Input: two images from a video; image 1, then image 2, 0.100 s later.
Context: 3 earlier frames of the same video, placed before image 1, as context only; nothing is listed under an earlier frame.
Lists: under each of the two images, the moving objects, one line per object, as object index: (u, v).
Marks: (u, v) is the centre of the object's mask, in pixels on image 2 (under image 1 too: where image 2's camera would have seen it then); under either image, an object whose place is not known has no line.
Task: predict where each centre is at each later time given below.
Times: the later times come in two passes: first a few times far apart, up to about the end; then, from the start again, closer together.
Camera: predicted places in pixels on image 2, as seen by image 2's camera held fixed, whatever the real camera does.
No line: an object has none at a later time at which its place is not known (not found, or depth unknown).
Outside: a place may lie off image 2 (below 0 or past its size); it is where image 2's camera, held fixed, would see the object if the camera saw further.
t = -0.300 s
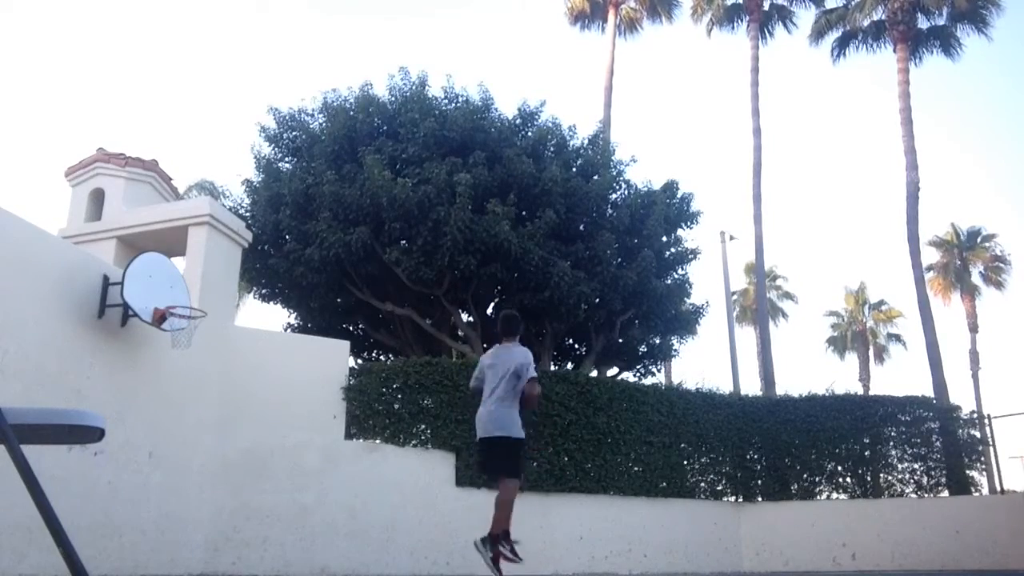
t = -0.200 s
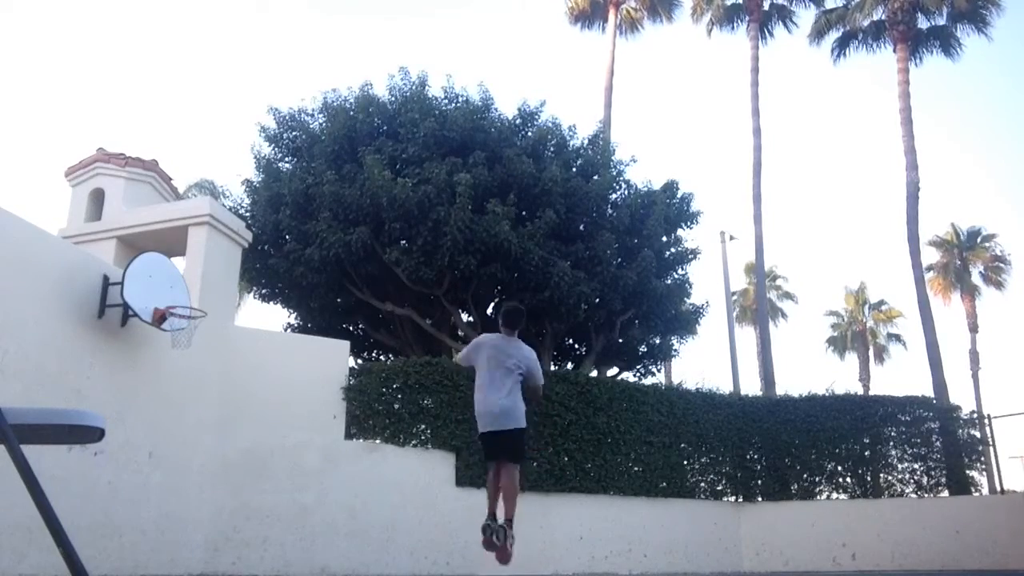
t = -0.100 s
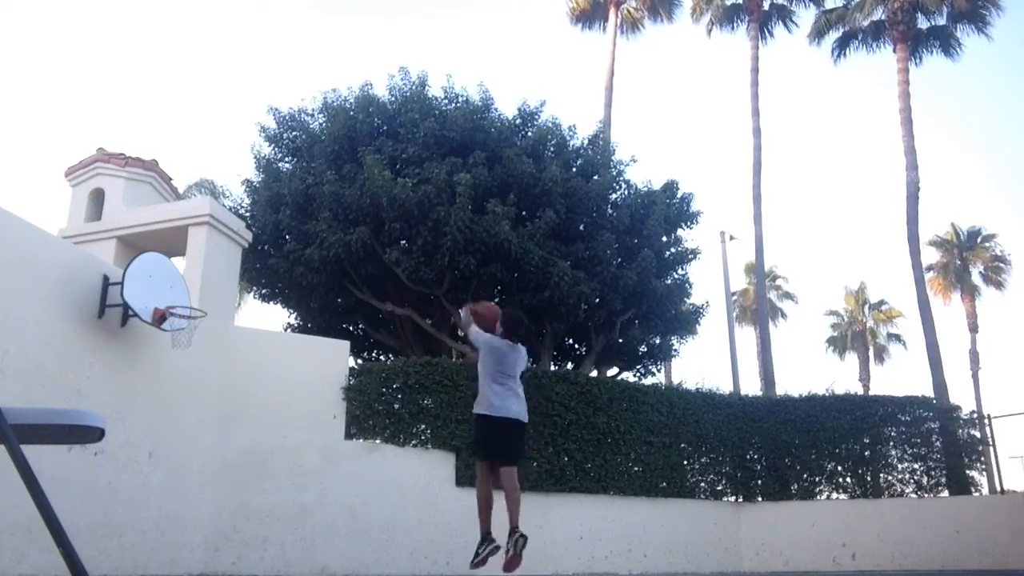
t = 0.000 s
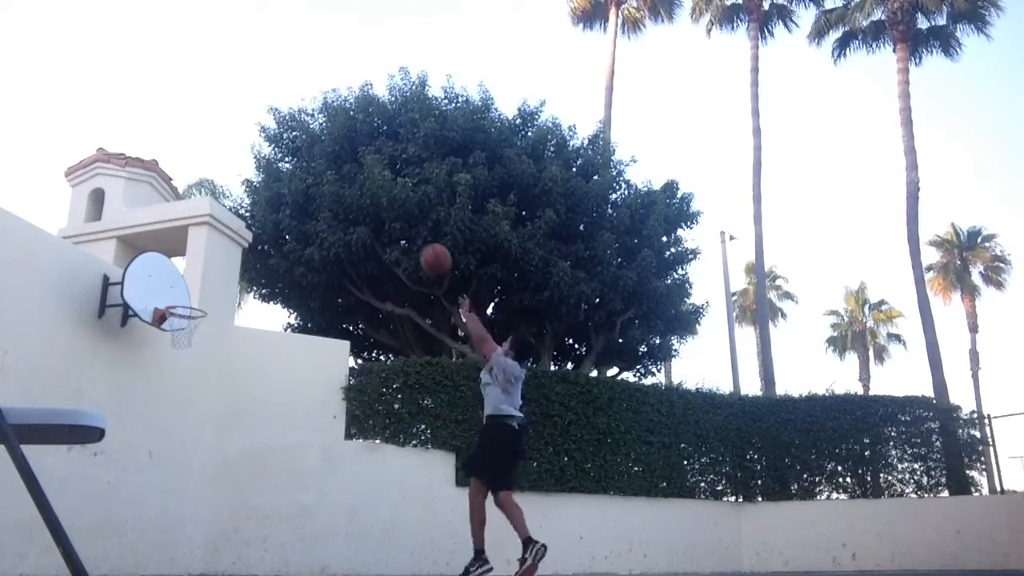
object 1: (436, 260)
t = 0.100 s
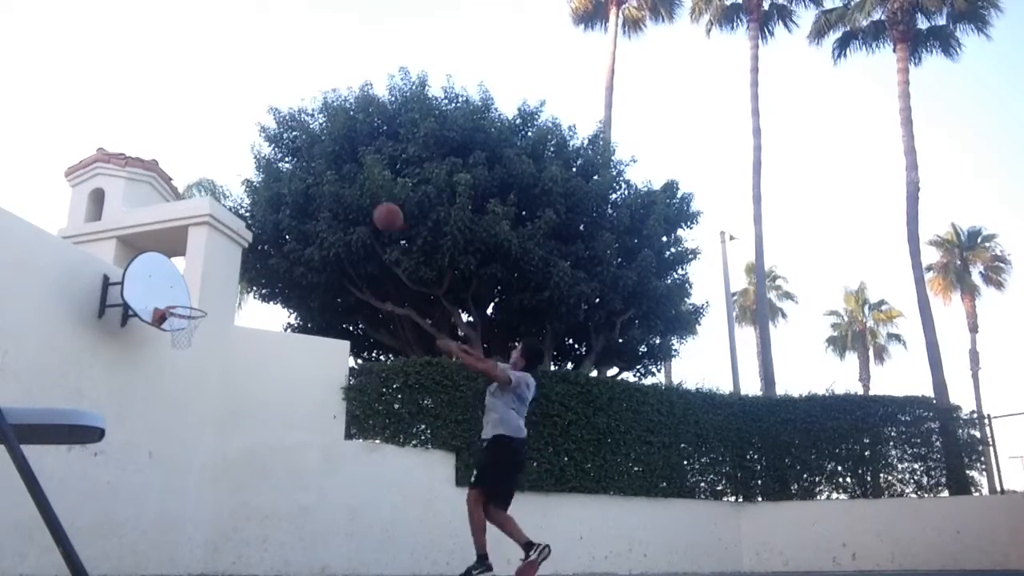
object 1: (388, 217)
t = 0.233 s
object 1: (332, 183)
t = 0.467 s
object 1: (247, 174)
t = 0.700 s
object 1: (171, 211)
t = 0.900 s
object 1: (108, 274)
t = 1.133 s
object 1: (50, 380)
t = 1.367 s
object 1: (117, 492)
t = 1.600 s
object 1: (196, 499)
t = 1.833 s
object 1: (283, 412)
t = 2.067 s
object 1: (363, 379)
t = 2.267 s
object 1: (428, 394)
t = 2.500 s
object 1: (505, 459)
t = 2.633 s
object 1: (552, 522)
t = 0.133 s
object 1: (373, 206)
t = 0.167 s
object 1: (359, 198)
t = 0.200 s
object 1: (345, 191)
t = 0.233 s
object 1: (332, 183)
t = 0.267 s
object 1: (319, 179)
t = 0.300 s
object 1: (306, 175)
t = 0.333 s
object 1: (295, 172)
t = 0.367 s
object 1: (282, 171)
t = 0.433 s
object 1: (259, 171)
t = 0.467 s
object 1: (247, 174)
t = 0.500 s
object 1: (236, 177)
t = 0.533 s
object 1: (224, 181)
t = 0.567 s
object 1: (213, 185)
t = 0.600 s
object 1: (203, 190)
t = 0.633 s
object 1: (191, 196)
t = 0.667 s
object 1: (181, 204)
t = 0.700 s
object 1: (171, 211)
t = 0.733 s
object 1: (160, 220)
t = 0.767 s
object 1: (150, 230)
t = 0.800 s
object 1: (139, 240)
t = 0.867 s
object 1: (117, 263)
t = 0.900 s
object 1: (108, 274)
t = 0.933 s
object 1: (97, 288)
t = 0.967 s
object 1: (88, 303)
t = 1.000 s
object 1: (77, 319)
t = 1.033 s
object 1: (66, 334)
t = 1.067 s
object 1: (56, 351)
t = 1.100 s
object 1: (44, 369)
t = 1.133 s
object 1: (50, 380)
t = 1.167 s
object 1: (61, 393)
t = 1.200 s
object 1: (71, 402)
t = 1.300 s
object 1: (98, 455)
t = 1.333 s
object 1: (108, 473)
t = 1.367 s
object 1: (117, 492)
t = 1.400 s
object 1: (126, 512)
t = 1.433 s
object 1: (135, 534)
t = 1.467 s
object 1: (143, 557)
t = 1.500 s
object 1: (155, 555)
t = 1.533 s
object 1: (169, 535)
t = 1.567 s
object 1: (183, 516)
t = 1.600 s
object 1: (196, 499)
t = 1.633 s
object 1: (209, 483)
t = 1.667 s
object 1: (222, 468)
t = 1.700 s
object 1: (234, 455)
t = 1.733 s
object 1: (246, 442)
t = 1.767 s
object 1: (259, 431)
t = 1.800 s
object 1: (271, 421)
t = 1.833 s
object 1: (283, 412)
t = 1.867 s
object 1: (295, 404)
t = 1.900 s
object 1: (306, 398)
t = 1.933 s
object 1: (318, 392)
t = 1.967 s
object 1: (329, 388)
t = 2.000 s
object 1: (340, 385)
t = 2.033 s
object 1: (352, 381)
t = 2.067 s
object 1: (363, 379)
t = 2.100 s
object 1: (372, 378)
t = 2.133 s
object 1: (385, 381)
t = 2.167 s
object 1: (395, 382)
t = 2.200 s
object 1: (408, 385)
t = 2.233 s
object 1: (418, 388)
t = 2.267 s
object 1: (428, 394)
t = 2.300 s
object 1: (439, 399)
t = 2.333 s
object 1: (451, 406)
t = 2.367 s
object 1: (462, 414)
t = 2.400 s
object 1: (472, 424)
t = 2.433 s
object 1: (484, 434)
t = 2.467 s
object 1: (496, 446)
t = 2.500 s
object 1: (505, 459)
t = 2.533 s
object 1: (517, 474)
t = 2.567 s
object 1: (528, 487)
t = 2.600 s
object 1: (540, 504)
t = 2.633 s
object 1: (552, 522)
